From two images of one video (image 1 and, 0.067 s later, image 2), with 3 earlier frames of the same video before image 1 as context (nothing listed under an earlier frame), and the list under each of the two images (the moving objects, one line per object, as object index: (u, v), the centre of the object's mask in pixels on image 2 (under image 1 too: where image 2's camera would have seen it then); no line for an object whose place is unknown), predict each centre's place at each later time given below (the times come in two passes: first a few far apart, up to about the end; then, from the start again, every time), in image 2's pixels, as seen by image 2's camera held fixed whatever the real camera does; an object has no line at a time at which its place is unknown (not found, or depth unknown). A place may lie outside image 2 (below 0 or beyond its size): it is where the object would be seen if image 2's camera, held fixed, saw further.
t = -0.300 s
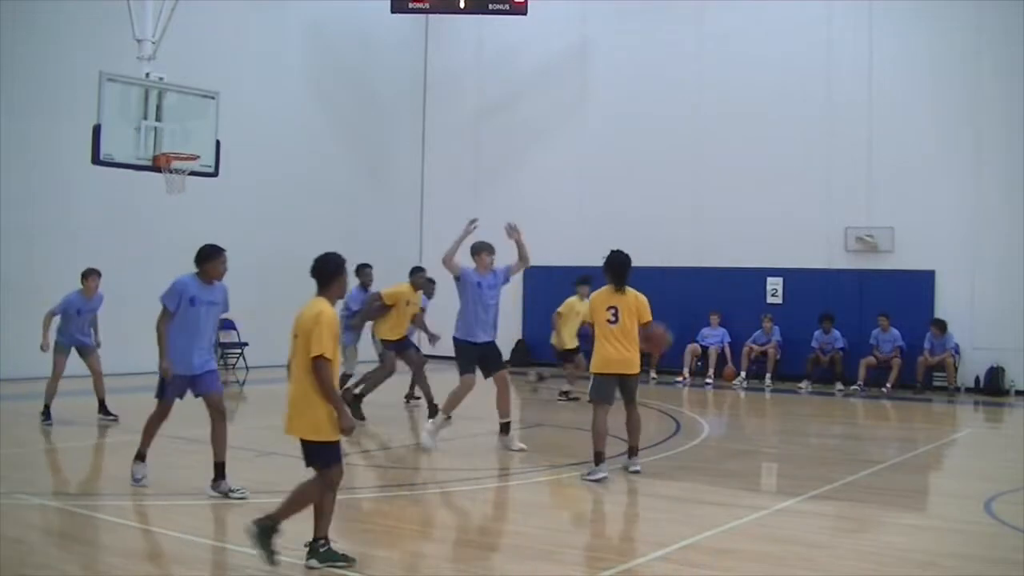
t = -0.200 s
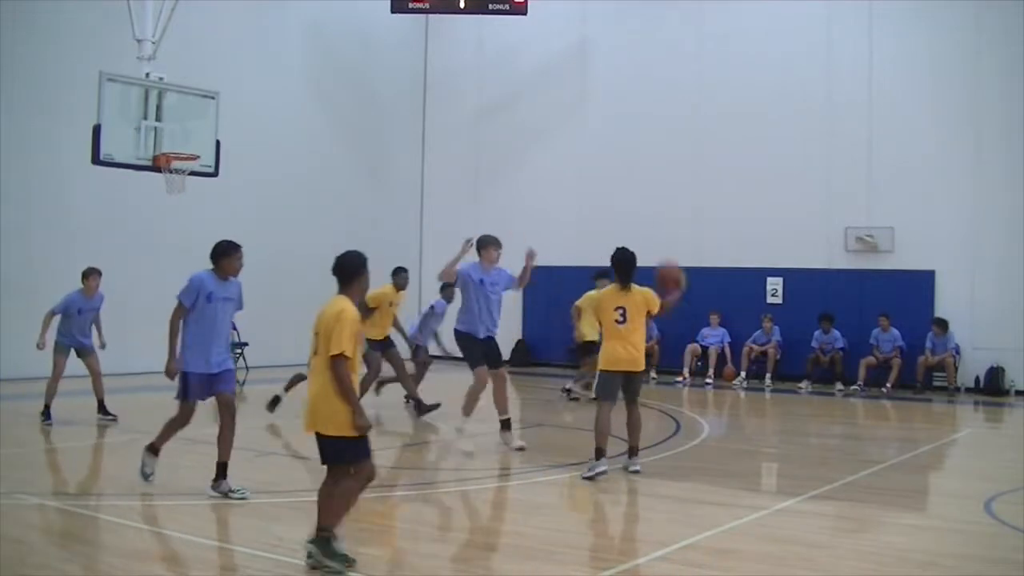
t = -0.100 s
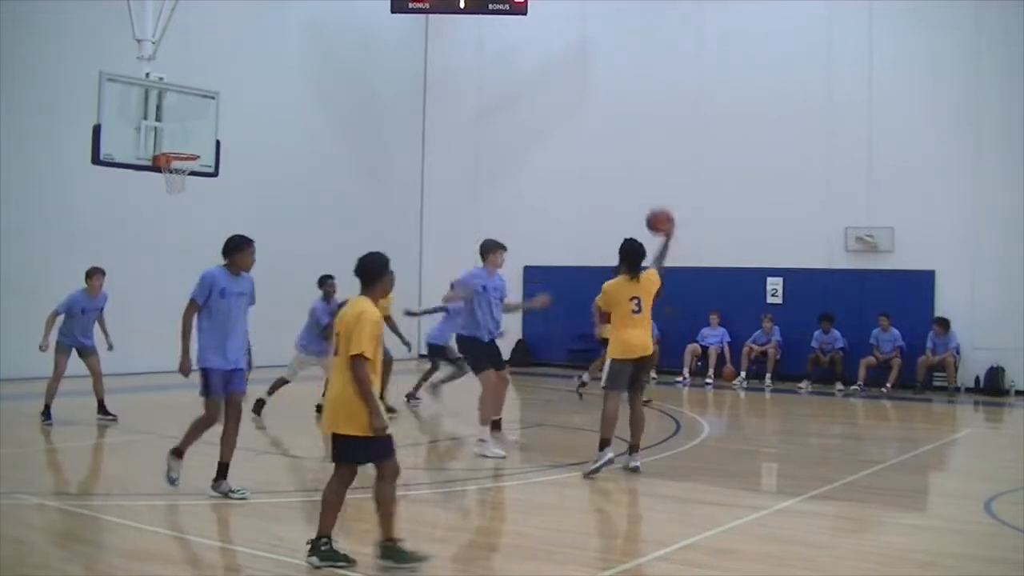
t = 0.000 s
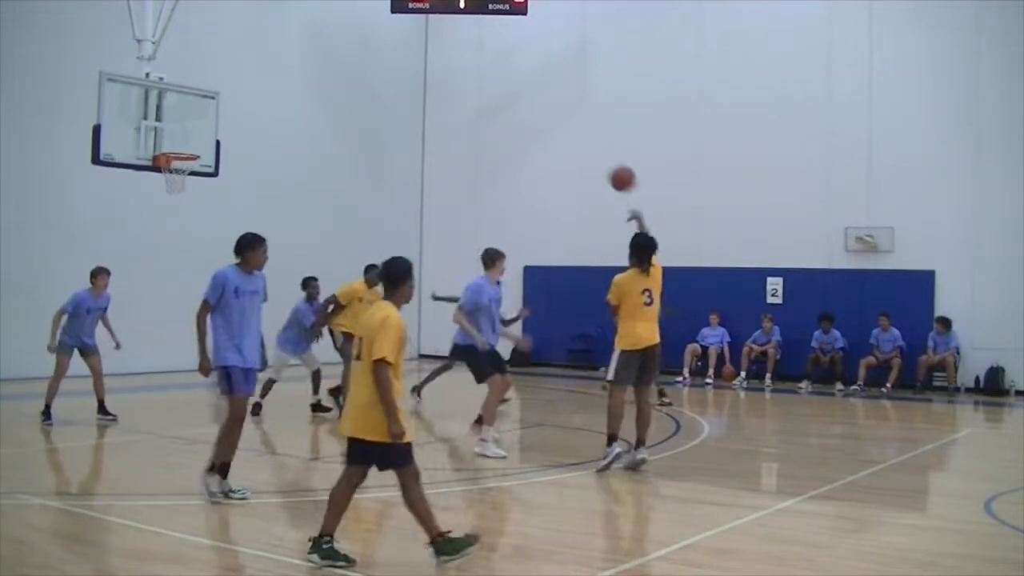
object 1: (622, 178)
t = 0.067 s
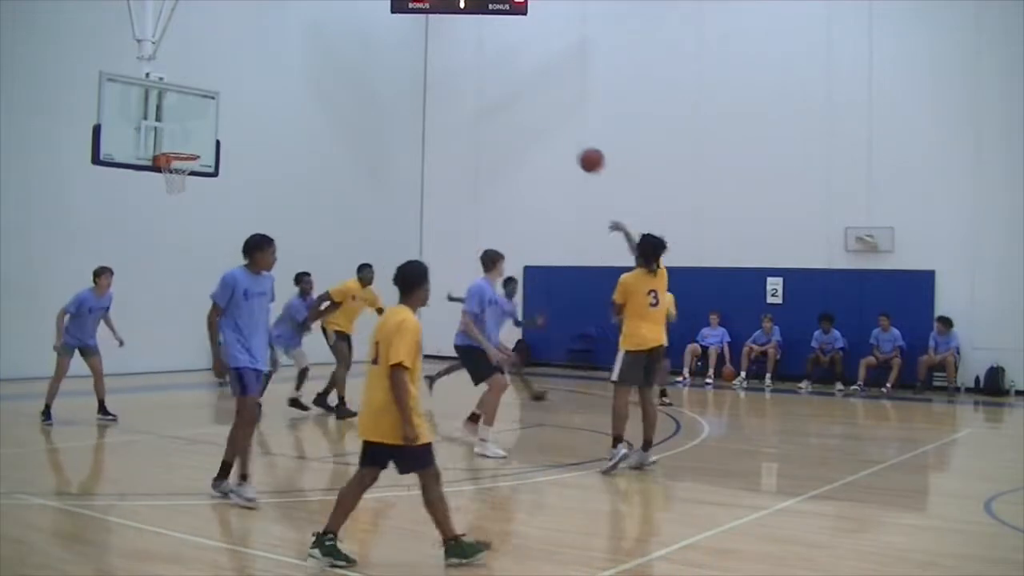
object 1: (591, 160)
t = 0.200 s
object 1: (534, 139)
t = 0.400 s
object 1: (461, 141)
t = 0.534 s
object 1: (418, 161)
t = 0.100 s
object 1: (576, 153)
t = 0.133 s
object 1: (562, 147)
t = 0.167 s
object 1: (548, 142)
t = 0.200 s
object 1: (534, 139)
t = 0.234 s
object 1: (521, 137)
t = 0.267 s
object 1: (509, 135)
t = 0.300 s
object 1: (496, 135)
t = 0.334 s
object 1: (484, 136)
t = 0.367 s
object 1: (472, 138)
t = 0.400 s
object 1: (461, 141)
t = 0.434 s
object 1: (449, 144)
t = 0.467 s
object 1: (439, 149)
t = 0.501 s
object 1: (428, 154)
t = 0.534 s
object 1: (418, 161)
